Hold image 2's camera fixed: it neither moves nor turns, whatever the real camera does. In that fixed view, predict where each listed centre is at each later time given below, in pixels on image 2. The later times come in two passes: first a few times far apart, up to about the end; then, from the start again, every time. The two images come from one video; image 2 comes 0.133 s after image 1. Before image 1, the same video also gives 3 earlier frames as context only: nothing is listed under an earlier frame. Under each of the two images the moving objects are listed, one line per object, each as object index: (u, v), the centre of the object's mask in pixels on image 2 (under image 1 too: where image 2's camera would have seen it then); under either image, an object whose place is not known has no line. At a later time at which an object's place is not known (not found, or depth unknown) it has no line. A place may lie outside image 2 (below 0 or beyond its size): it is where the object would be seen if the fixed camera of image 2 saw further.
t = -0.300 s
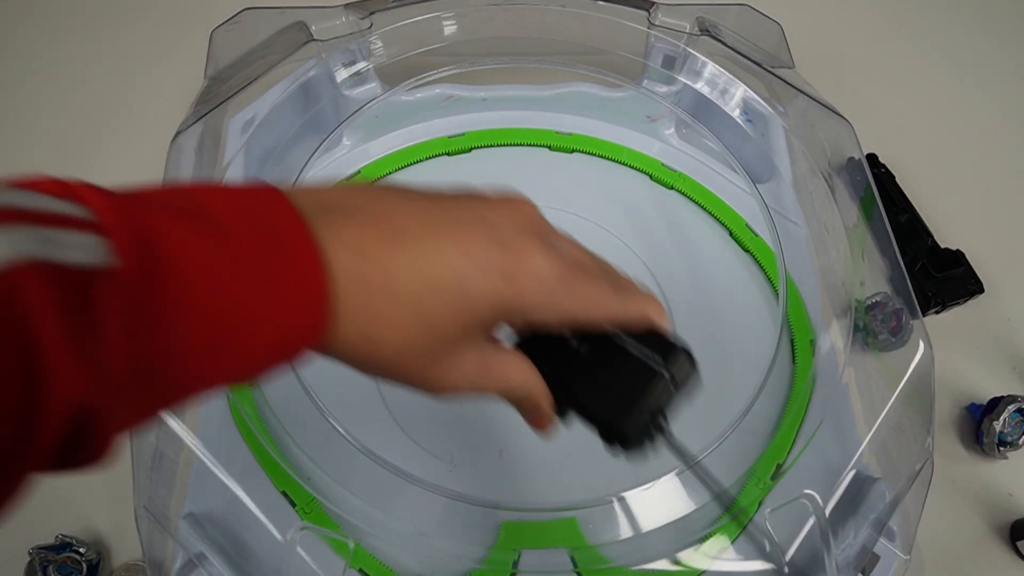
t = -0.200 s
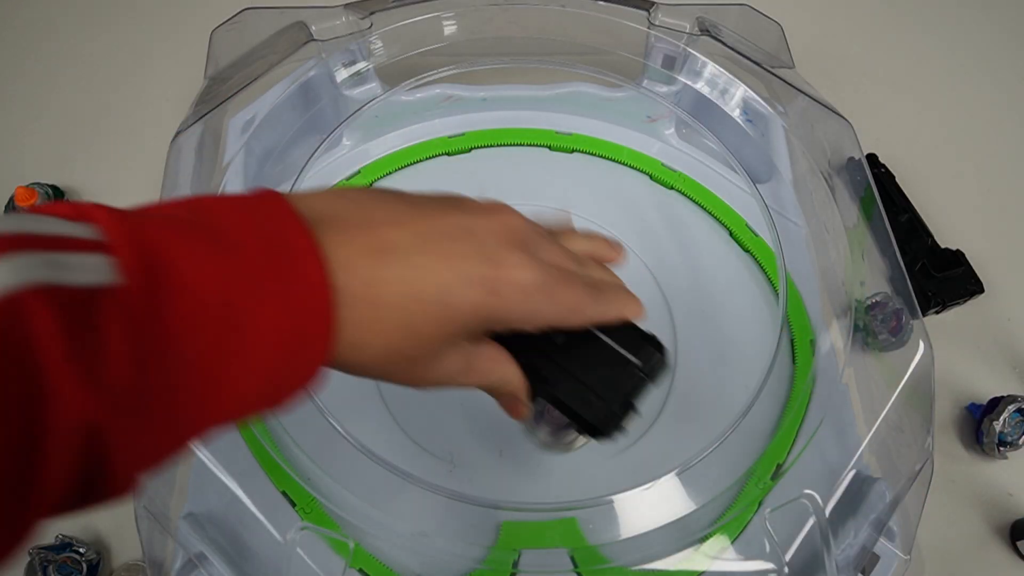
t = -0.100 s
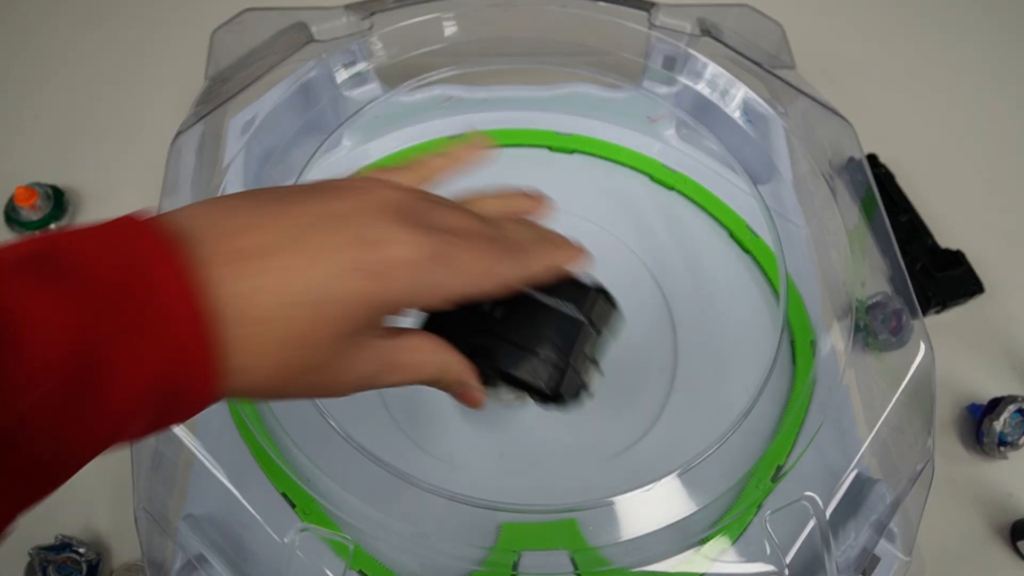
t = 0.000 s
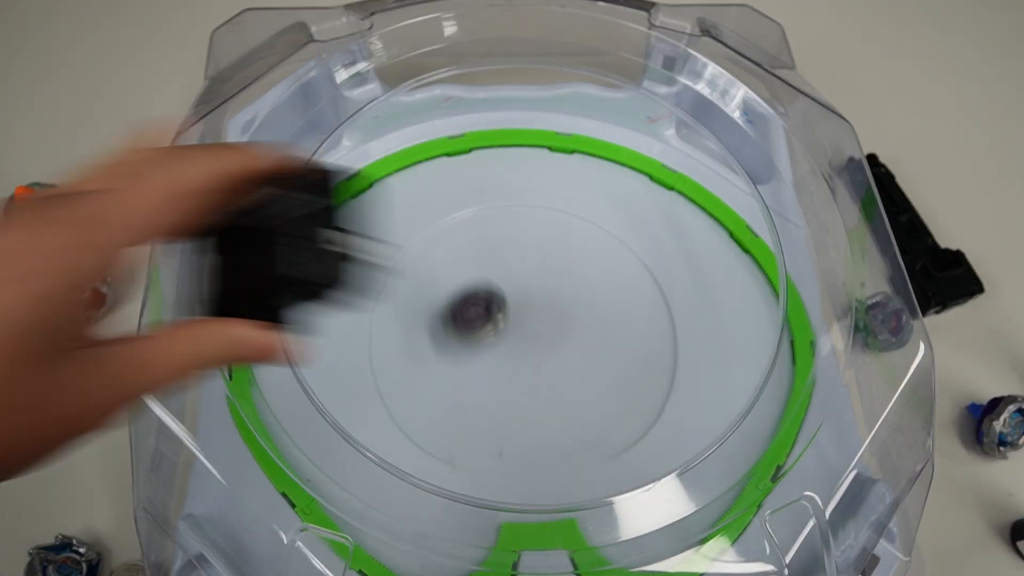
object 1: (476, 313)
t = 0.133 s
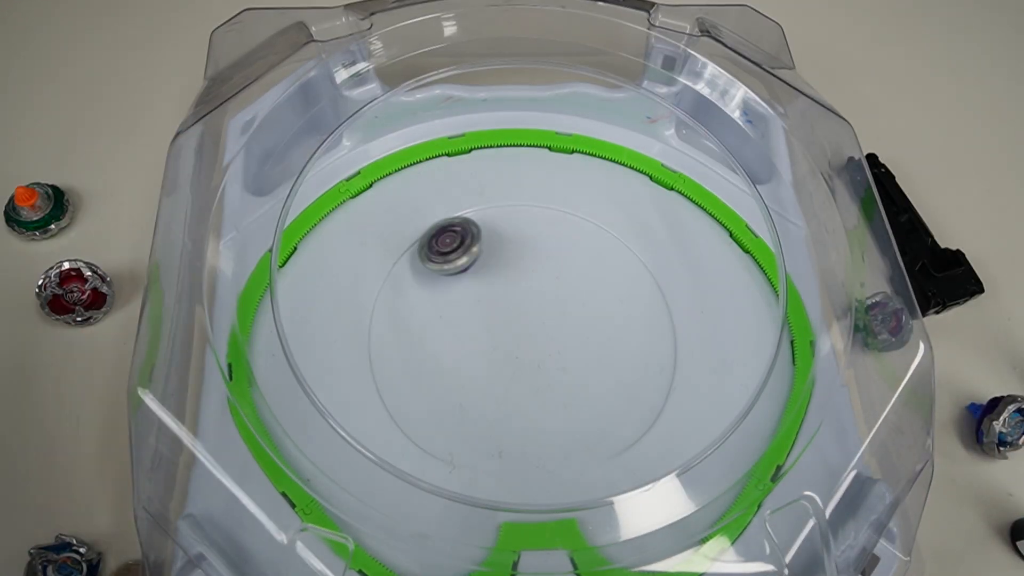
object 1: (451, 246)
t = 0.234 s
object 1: (450, 221)
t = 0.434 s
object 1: (473, 276)
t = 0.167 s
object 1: (449, 233)
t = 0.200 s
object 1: (450, 223)
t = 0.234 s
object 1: (450, 221)
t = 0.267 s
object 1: (451, 228)
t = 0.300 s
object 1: (454, 228)
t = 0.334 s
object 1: (458, 234)
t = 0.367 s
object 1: (461, 250)
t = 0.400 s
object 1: (467, 262)
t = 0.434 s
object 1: (473, 276)
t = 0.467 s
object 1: (479, 293)
